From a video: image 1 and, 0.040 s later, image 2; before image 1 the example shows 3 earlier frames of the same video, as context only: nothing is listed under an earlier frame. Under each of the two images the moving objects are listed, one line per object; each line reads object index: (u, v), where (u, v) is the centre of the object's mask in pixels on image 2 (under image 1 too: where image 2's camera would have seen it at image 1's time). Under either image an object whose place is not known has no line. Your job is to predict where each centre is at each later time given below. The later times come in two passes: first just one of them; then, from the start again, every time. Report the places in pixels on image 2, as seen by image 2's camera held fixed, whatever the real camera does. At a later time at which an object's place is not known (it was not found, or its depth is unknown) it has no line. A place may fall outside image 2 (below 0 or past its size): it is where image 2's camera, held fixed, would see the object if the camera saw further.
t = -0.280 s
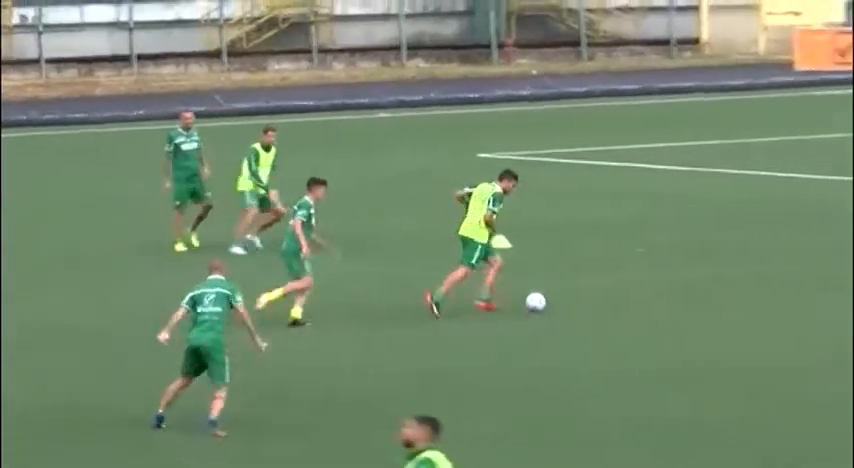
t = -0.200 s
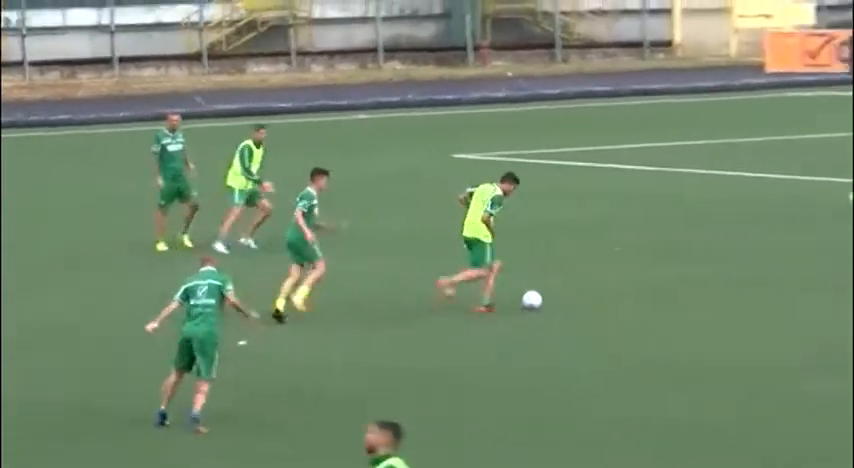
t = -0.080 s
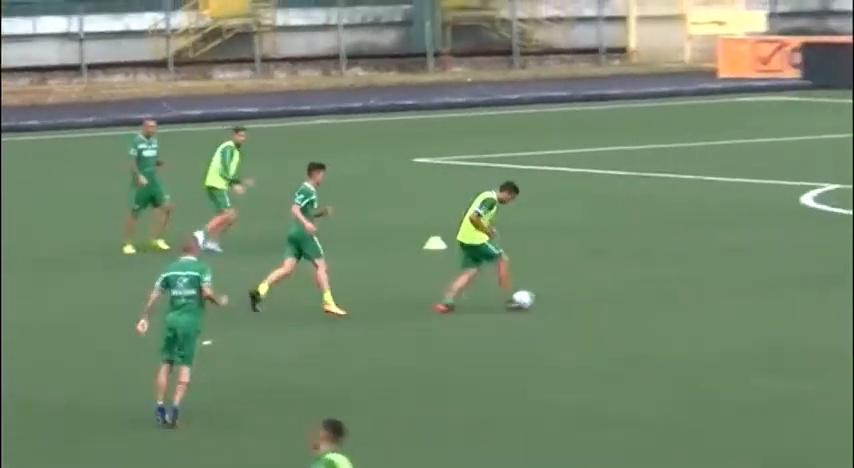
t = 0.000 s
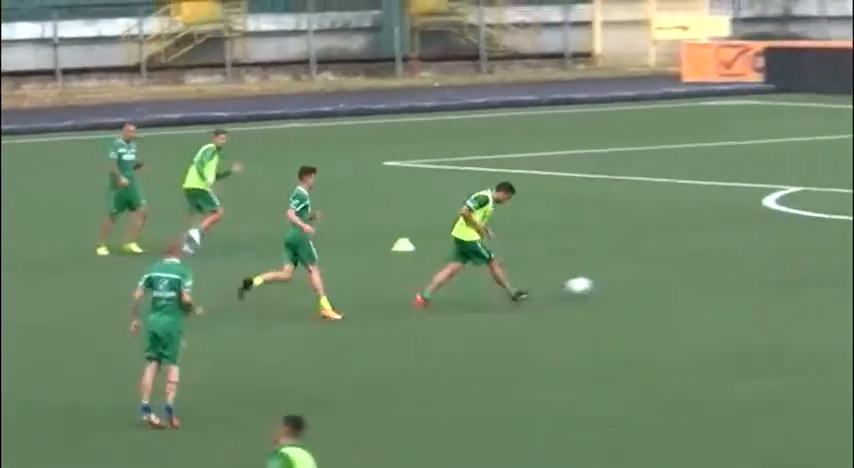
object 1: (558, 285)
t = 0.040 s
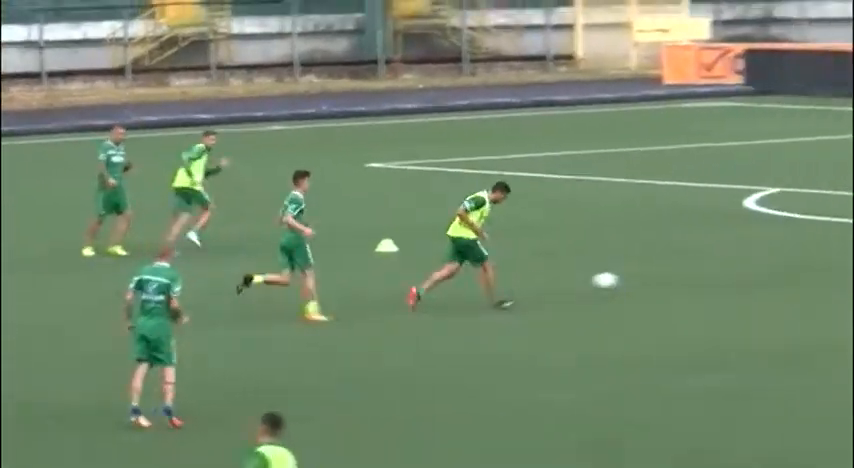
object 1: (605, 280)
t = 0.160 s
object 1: (734, 276)
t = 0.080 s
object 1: (649, 277)
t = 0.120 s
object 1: (692, 275)
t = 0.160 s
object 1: (734, 276)
